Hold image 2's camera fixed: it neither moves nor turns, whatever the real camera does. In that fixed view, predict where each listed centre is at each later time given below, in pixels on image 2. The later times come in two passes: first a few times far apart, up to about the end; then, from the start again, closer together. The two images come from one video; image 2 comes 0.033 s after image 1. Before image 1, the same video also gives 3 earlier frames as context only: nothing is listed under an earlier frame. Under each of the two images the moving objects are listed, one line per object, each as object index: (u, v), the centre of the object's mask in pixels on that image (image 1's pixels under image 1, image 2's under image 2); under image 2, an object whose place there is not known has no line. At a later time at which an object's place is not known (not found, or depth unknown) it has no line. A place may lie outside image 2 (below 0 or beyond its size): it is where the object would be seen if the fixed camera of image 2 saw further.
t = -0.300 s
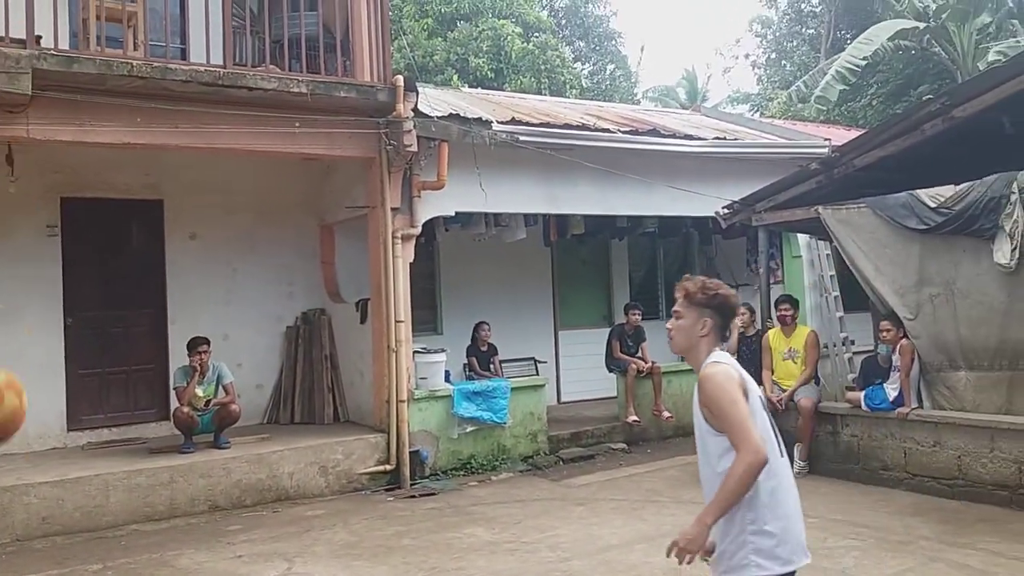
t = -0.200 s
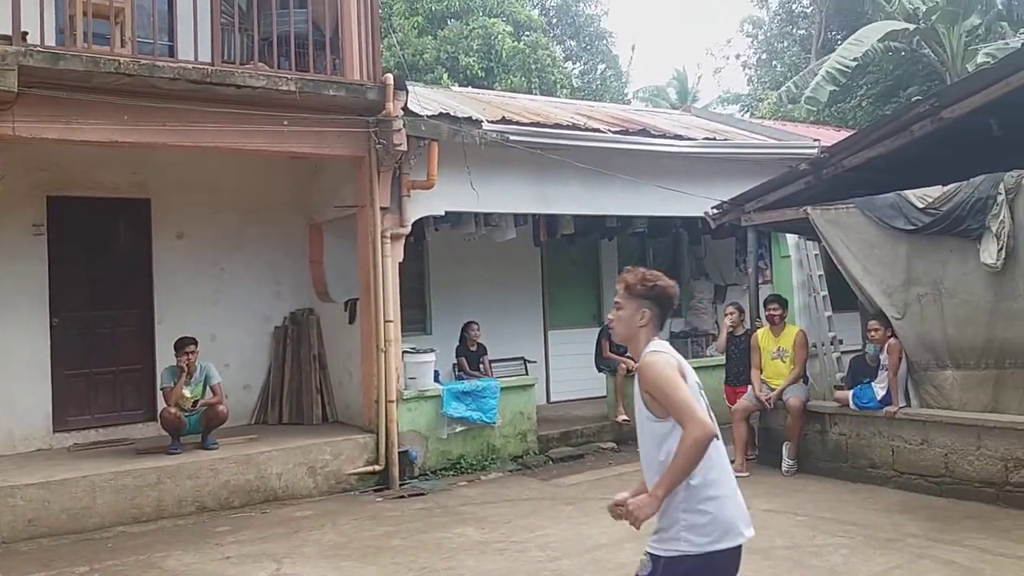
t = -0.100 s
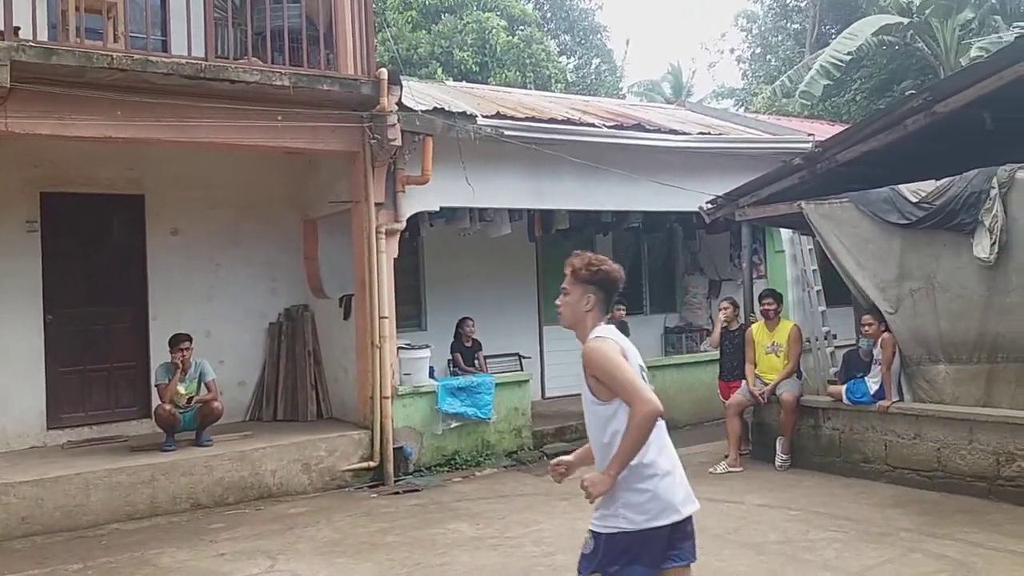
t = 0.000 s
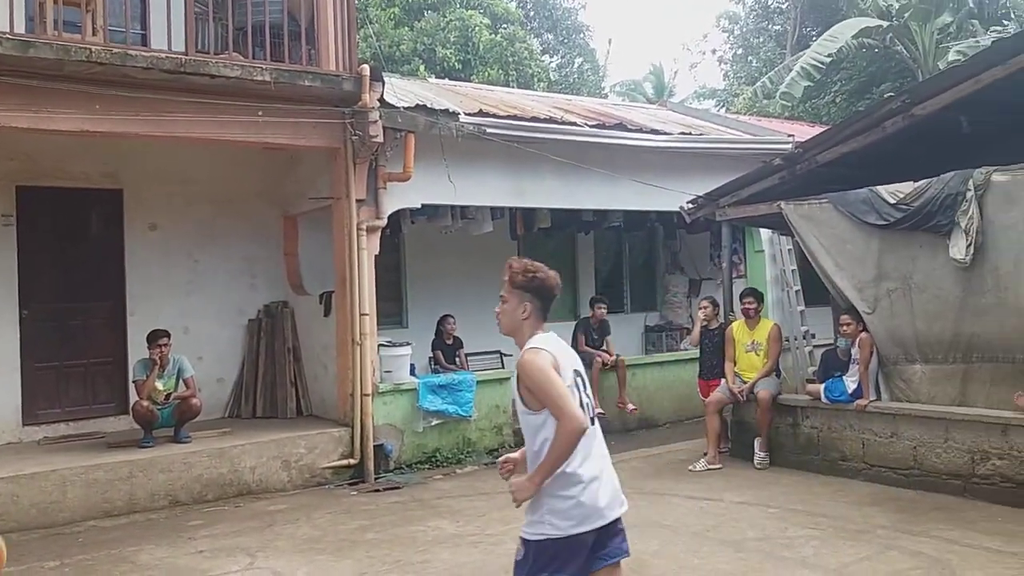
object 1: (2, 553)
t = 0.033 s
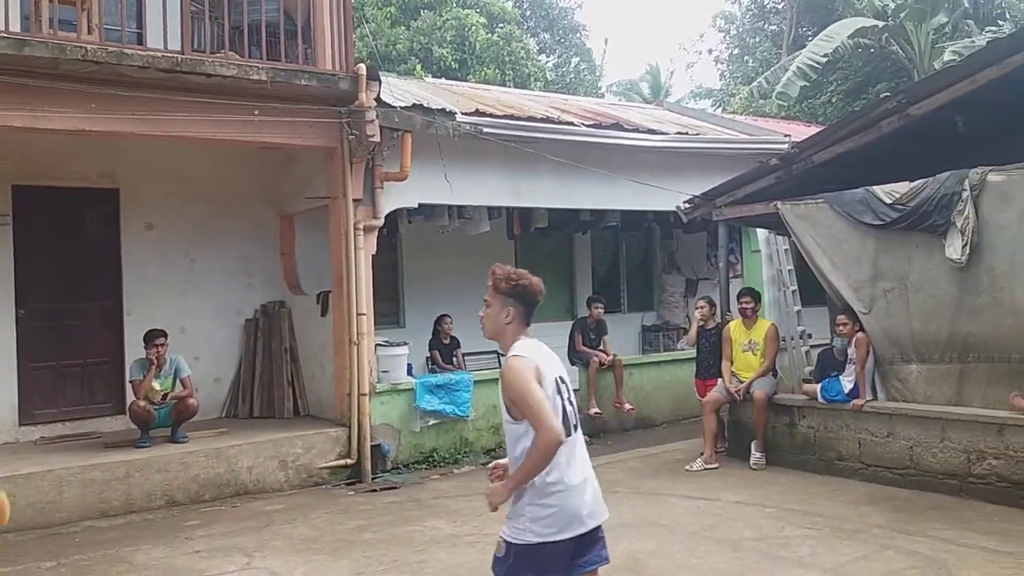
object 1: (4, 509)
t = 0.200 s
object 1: (30, 336)
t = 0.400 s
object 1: (73, 223)
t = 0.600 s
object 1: (102, 215)
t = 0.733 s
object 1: (129, 262)
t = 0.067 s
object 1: (10, 469)
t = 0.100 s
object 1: (15, 433)
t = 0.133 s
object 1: (20, 397)
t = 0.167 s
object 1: (27, 364)
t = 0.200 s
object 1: (30, 336)
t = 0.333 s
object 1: (55, 254)
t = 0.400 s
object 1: (73, 223)
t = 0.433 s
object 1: (80, 218)
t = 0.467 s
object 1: (81, 216)
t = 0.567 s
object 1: (93, 213)
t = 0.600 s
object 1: (102, 215)
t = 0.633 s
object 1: (112, 221)
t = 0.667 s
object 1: (119, 232)
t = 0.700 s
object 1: (124, 248)
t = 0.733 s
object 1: (129, 262)
